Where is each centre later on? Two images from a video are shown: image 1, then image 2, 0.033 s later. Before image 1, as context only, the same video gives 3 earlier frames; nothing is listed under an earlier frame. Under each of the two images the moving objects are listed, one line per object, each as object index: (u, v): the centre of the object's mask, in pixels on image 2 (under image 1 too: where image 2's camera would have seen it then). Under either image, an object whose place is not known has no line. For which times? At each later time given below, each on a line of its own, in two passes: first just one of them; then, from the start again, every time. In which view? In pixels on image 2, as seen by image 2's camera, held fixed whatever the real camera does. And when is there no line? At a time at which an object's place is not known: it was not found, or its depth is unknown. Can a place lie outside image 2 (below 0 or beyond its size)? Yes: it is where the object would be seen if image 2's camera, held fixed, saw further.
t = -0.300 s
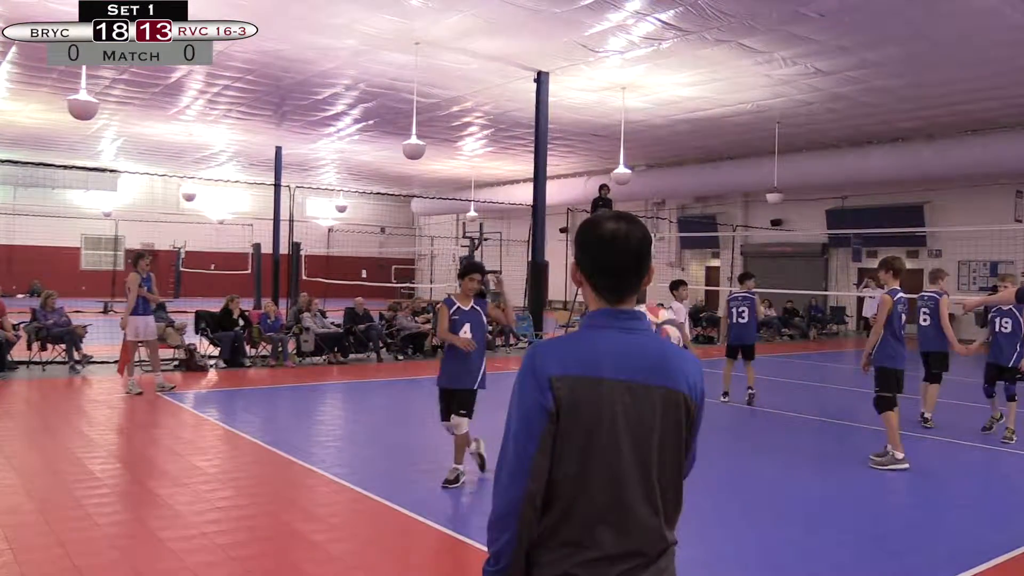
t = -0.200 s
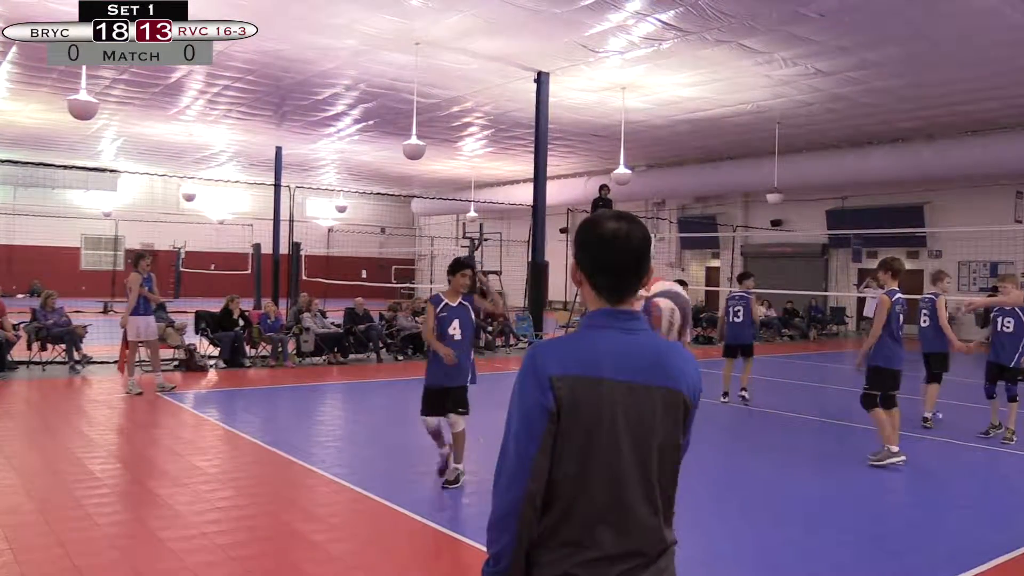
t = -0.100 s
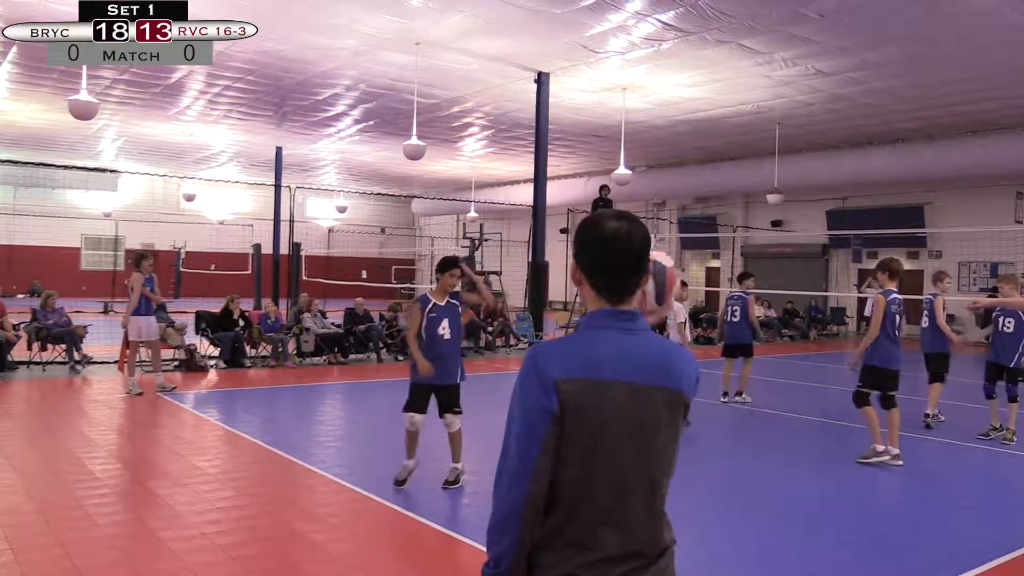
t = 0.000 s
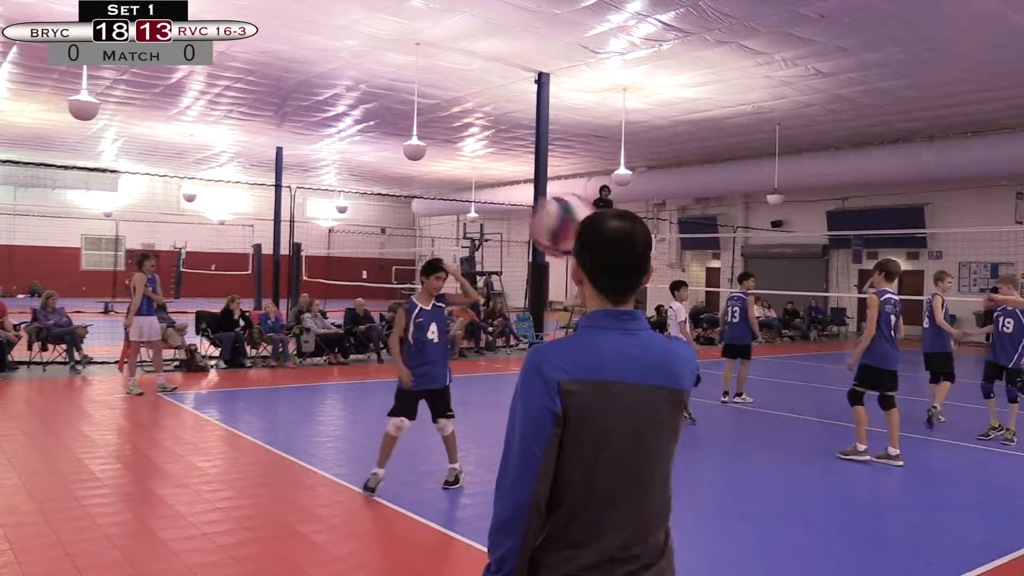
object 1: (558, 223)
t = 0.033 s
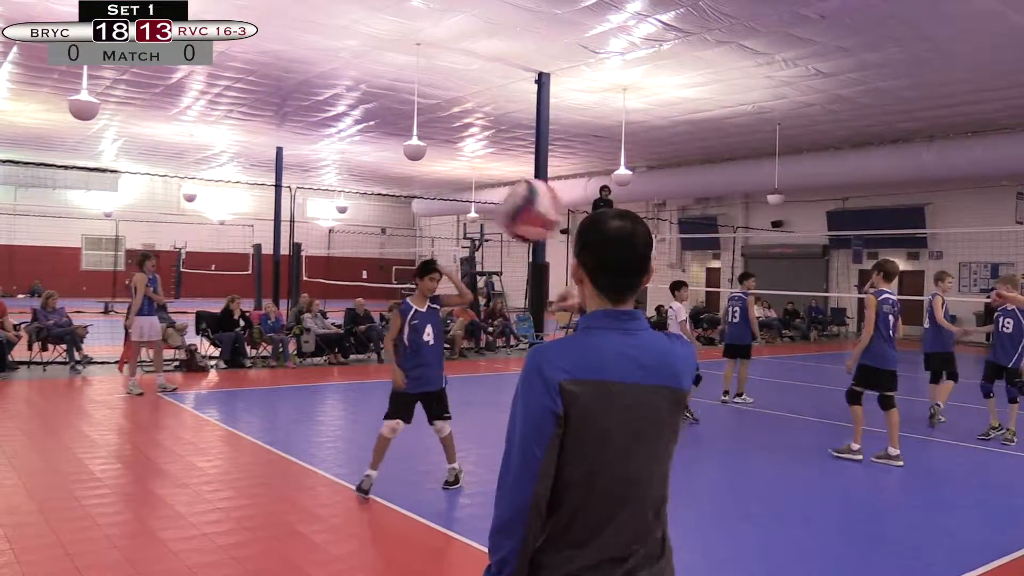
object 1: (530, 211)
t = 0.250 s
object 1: (354, 203)
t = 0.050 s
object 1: (516, 206)
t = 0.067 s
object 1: (500, 201)
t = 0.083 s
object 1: (485, 196)
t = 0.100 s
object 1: (470, 194)
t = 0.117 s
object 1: (456, 191)
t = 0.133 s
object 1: (442, 191)
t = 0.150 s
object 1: (428, 189)
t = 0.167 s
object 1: (415, 190)
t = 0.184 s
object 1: (403, 191)
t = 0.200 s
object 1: (390, 193)
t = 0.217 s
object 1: (378, 196)
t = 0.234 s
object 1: (367, 199)
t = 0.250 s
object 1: (354, 203)
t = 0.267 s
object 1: (343, 207)
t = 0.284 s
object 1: (332, 213)
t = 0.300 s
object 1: (320, 219)
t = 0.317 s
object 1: (309, 225)
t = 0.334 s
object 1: (300, 231)
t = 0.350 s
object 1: (290, 238)
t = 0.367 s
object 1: (279, 247)
